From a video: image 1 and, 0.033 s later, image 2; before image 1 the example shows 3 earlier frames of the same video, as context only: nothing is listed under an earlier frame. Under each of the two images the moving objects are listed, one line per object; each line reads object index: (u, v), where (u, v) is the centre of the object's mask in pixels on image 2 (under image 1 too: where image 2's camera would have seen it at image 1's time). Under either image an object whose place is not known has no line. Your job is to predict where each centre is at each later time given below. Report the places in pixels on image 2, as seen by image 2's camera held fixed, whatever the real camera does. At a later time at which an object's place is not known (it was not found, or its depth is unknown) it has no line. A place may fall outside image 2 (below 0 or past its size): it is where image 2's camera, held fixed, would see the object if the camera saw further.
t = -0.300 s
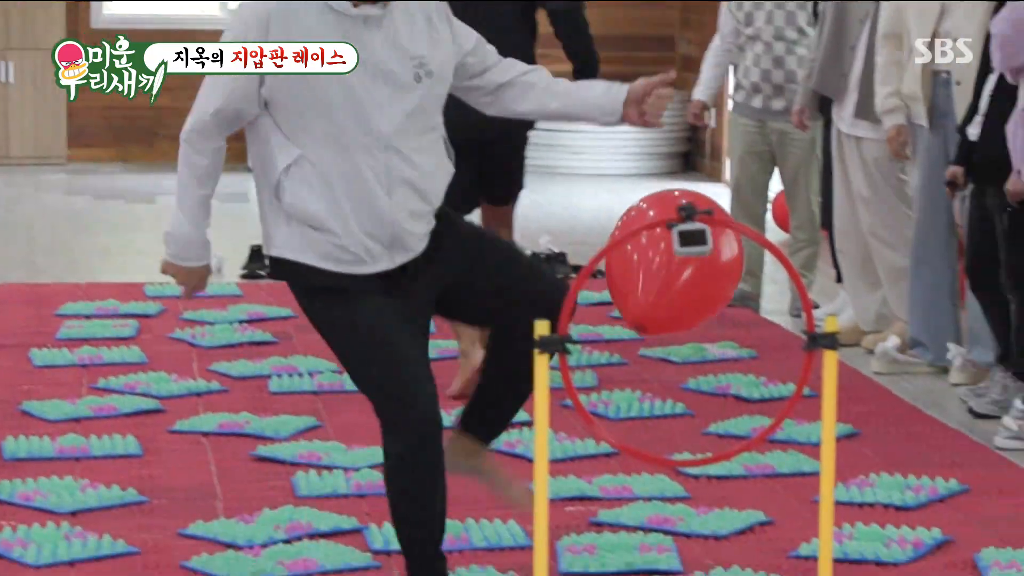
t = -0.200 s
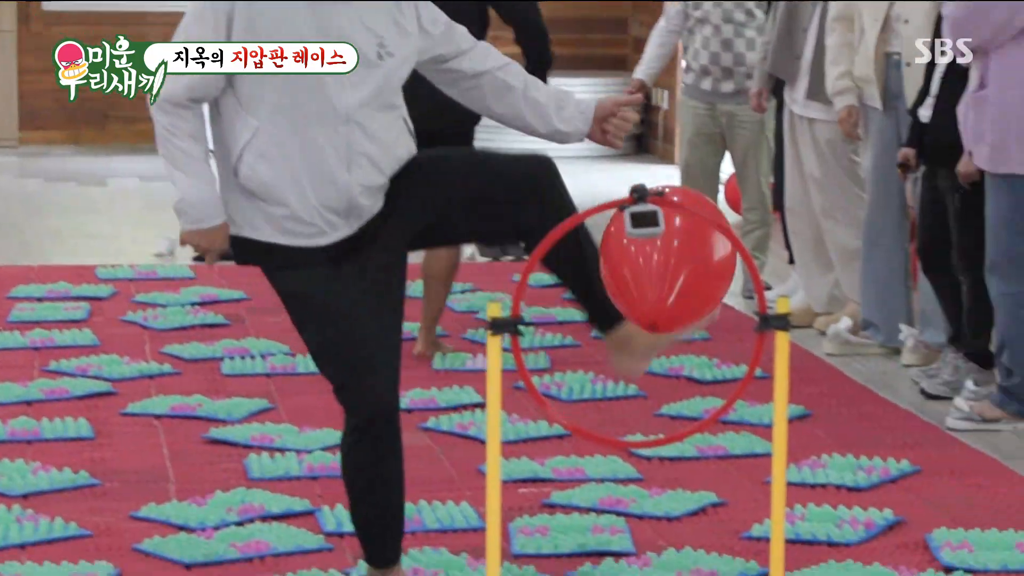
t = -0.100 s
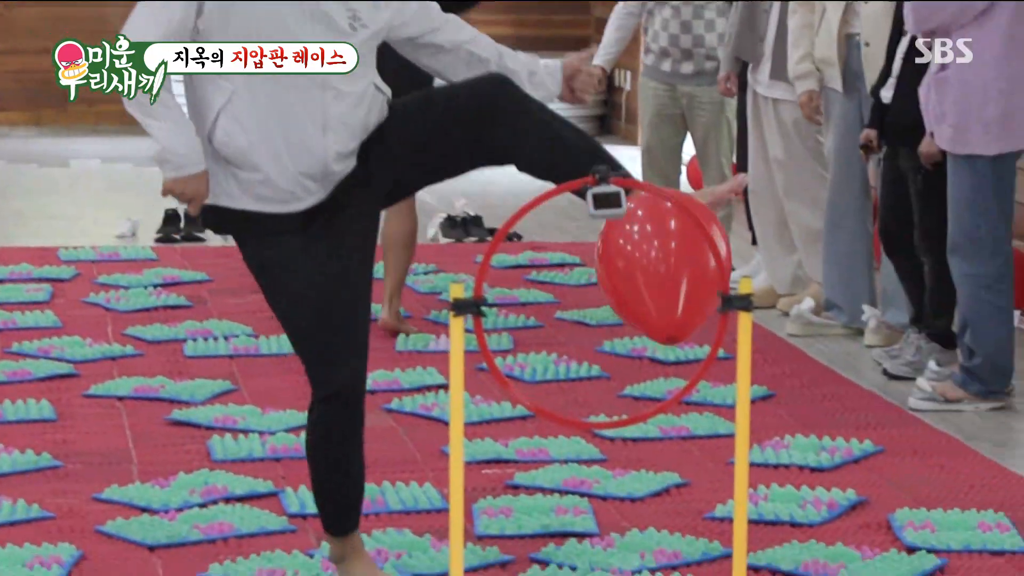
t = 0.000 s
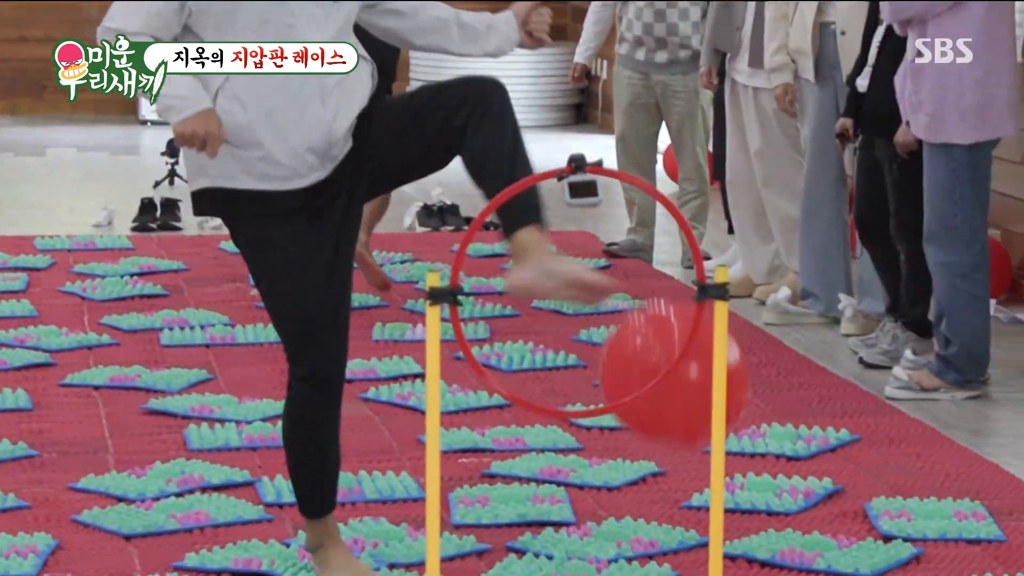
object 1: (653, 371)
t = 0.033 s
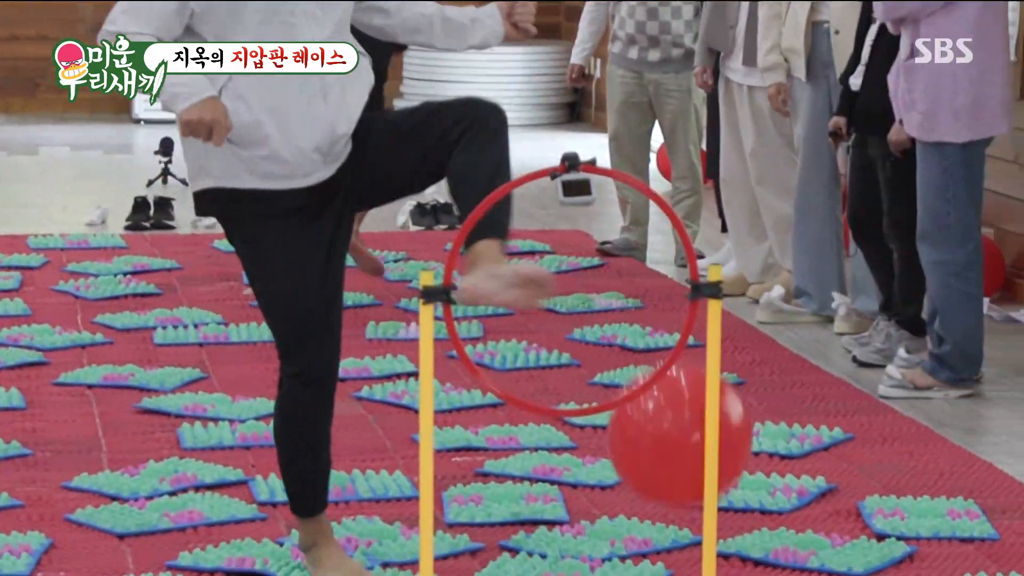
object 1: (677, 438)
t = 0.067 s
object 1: (655, 473)
